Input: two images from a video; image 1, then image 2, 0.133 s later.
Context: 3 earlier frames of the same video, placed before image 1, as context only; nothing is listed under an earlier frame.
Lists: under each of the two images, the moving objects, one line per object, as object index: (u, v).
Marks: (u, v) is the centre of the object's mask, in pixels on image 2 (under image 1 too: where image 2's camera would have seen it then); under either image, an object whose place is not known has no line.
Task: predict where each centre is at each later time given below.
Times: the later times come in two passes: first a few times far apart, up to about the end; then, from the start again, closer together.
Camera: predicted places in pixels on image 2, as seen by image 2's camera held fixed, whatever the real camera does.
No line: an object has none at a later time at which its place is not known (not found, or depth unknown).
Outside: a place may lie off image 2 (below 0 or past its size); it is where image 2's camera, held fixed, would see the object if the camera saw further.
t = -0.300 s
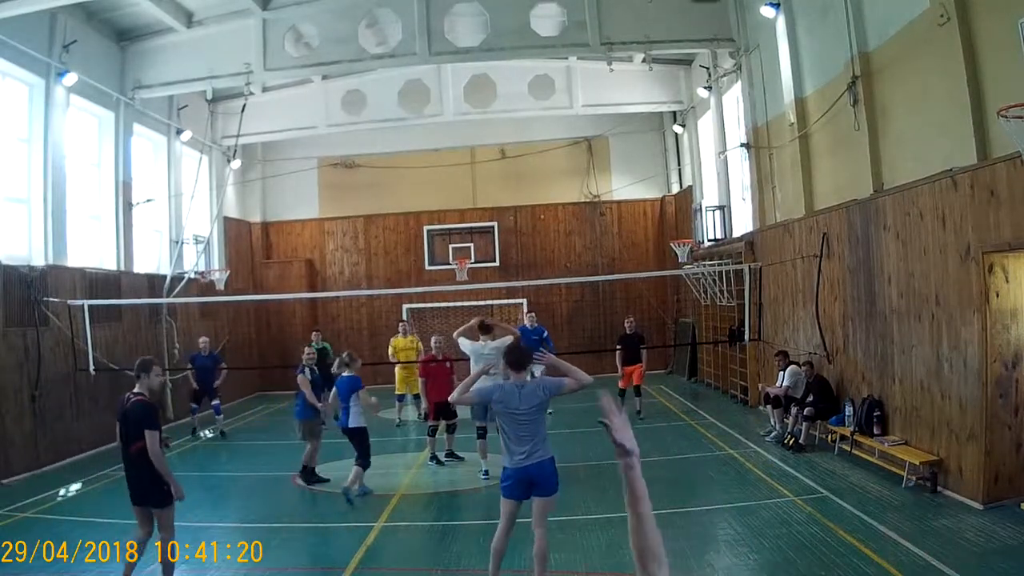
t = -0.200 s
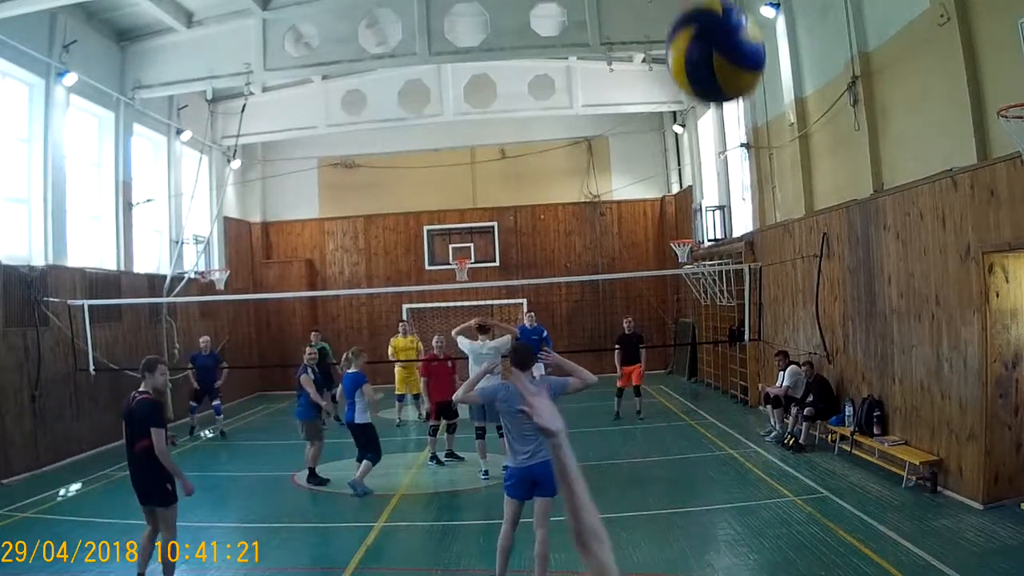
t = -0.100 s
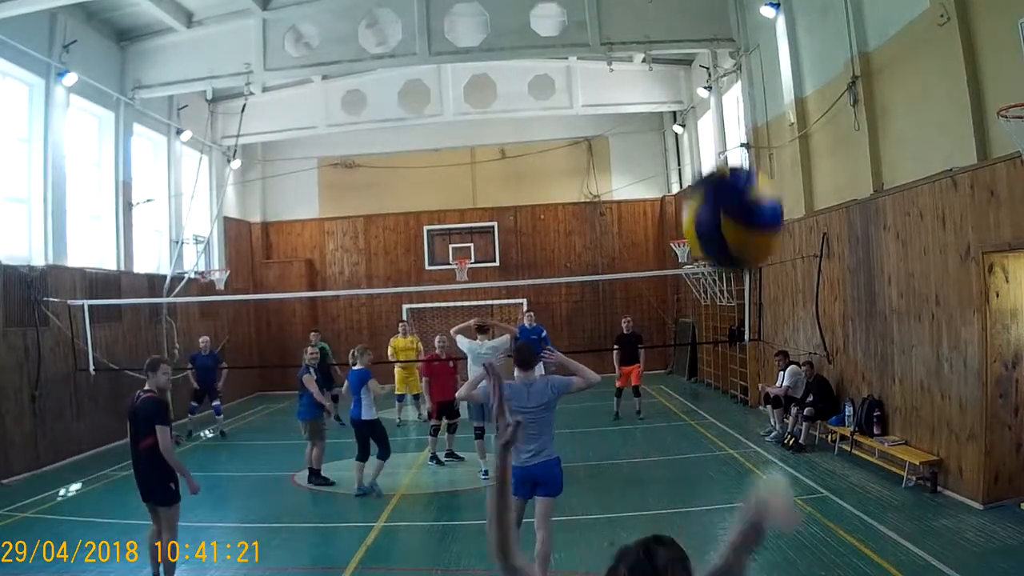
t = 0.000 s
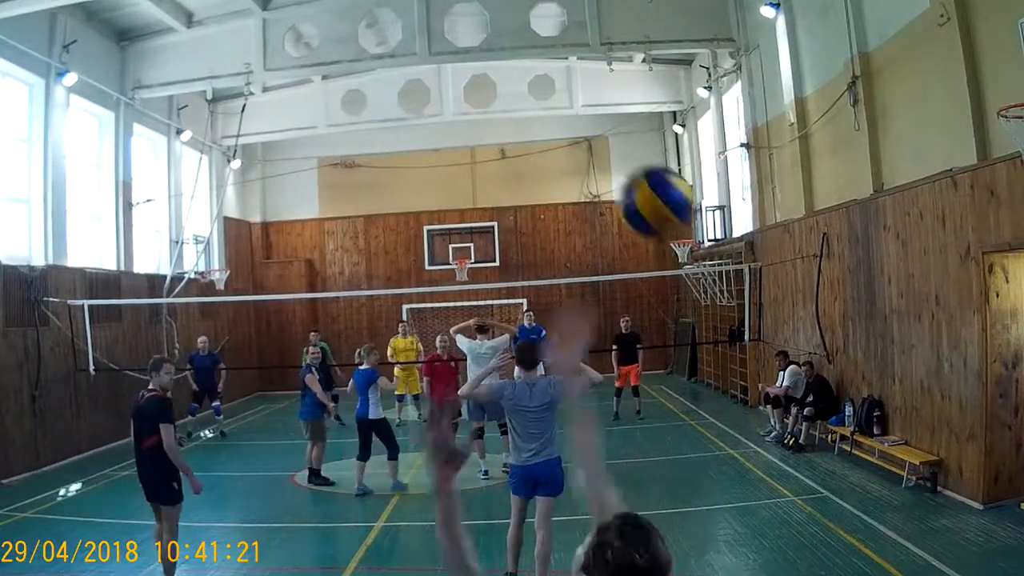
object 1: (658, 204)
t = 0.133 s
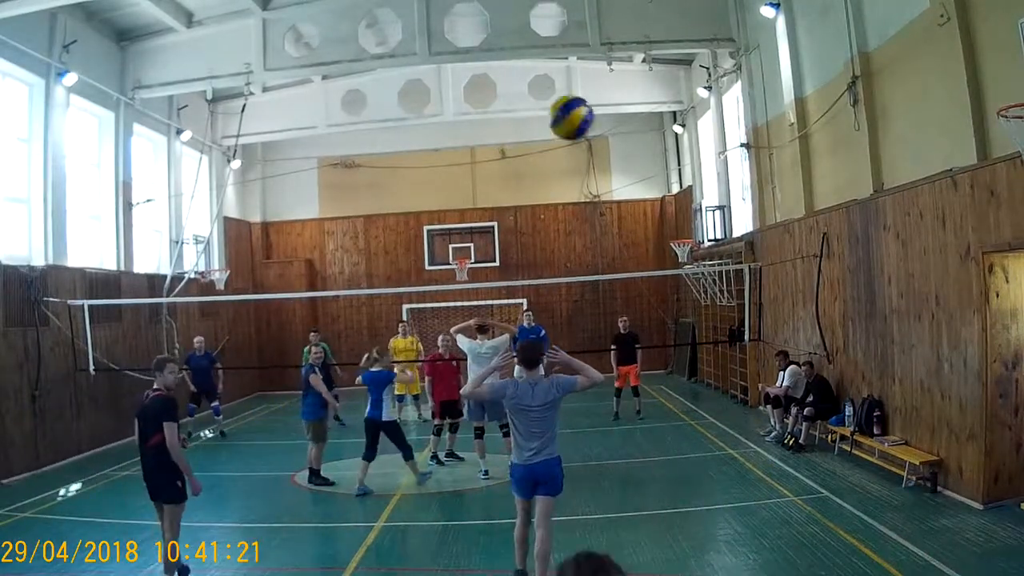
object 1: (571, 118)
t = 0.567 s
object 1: (505, 148)
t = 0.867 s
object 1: (494, 229)
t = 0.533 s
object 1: (507, 141)
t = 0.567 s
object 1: (505, 148)
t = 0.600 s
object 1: (503, 156)
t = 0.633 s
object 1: (502, 164)
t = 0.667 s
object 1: (501, 173)
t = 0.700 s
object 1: (500, 182)
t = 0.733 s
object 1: (499, 191)
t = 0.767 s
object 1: (498, 200)
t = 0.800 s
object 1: (496, 209)
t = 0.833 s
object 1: (495, 220)
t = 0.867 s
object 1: (494, 229)
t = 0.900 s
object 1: (494, 239)
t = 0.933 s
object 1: (494, 249)
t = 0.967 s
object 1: (493, 259)
